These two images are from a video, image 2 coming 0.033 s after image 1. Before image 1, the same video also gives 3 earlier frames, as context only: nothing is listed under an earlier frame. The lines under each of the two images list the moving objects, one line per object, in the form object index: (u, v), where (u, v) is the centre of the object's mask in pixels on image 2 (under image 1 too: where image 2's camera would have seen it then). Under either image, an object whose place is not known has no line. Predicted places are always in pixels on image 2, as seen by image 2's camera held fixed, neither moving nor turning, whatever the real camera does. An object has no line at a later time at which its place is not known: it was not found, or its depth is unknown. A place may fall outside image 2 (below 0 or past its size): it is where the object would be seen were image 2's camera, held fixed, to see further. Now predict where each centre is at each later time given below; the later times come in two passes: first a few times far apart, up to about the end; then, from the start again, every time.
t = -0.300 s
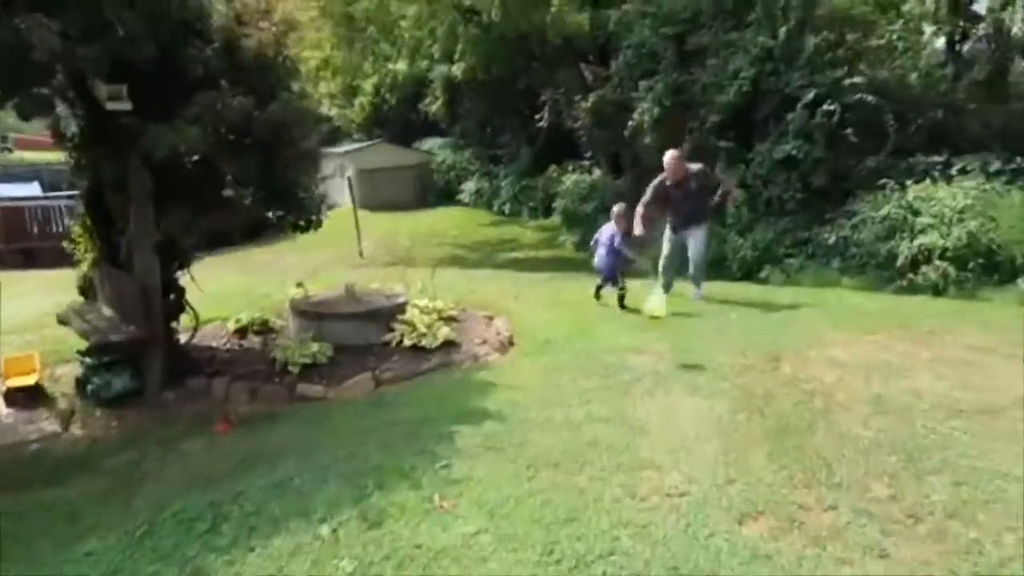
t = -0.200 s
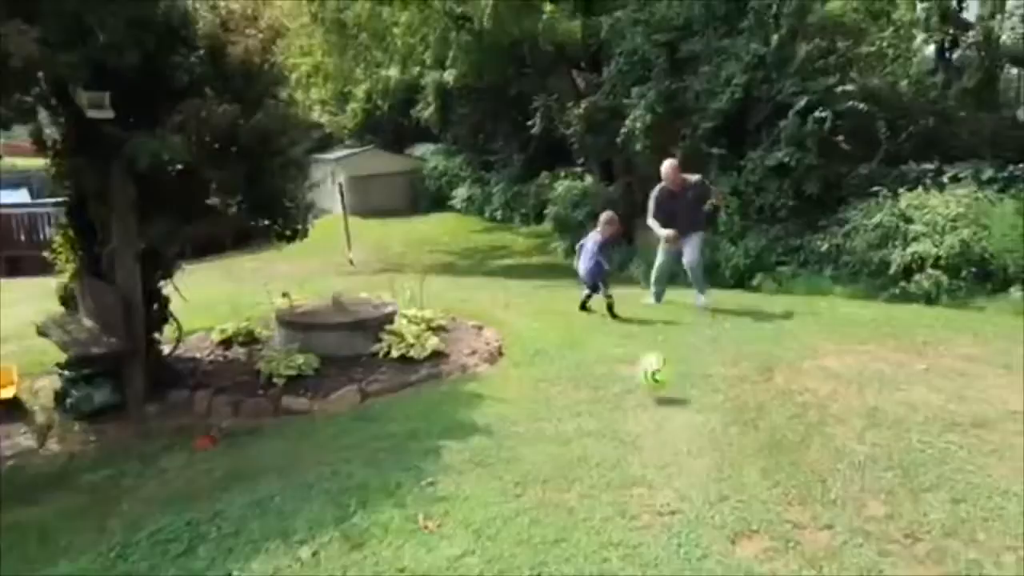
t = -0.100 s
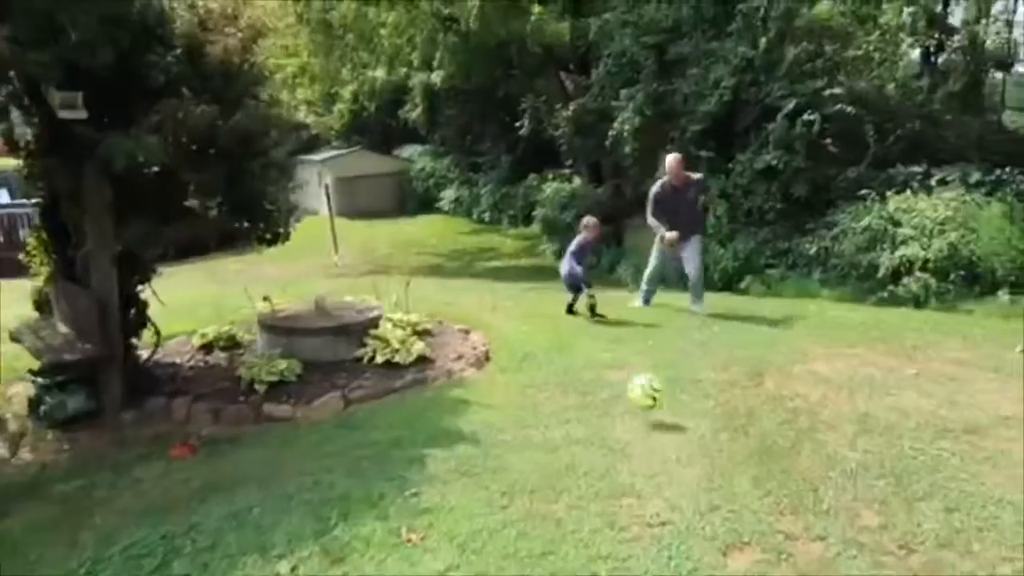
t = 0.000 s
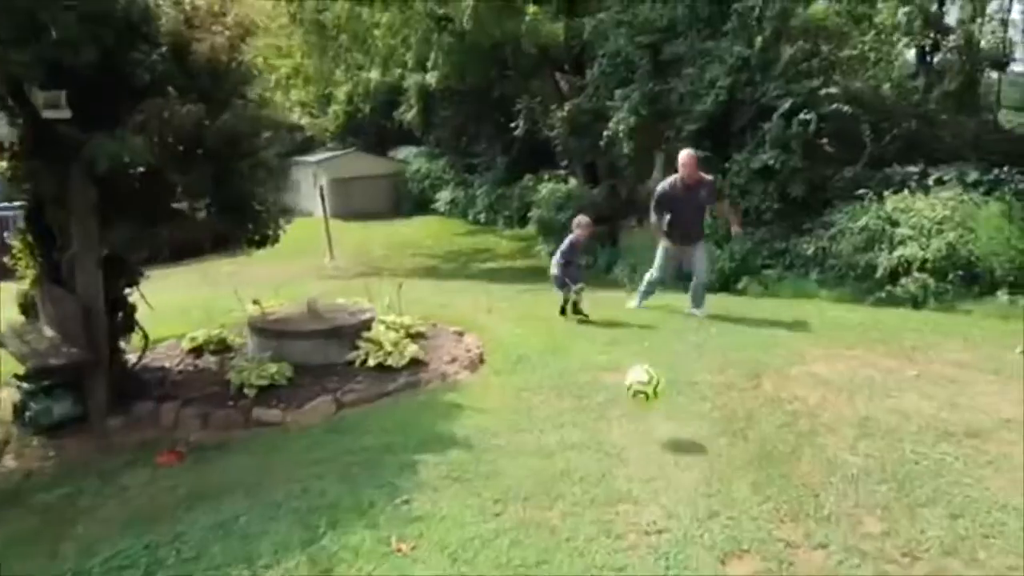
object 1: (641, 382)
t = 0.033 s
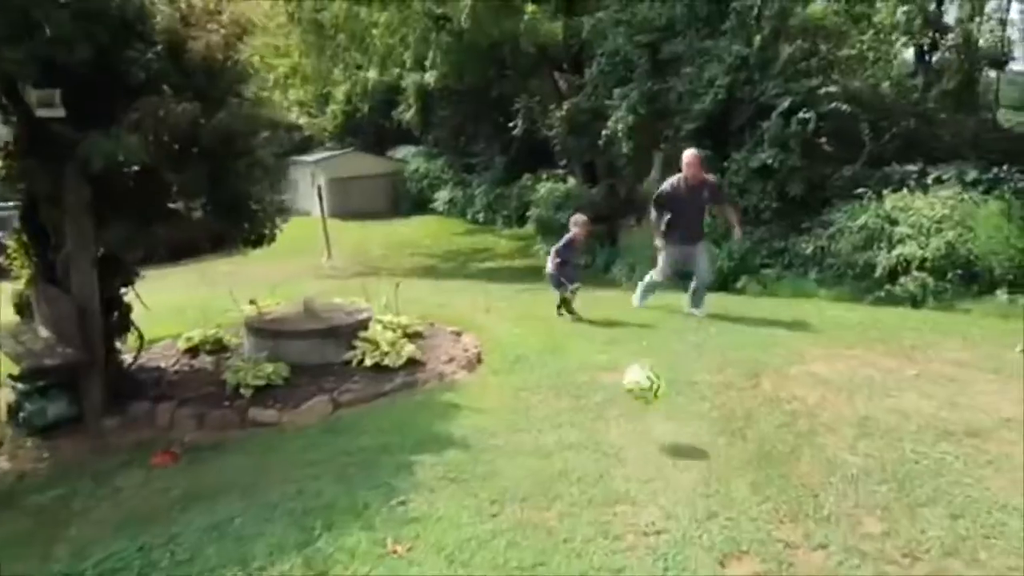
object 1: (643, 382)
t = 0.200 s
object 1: (643, 413)
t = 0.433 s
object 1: (644, 448)
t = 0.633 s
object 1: (641, 488)
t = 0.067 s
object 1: (643, 381)
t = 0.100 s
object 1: (644, 387)
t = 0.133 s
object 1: (644, 390)
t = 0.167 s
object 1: (642, 399)
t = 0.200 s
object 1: (643, 413)
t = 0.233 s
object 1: (644, 426)
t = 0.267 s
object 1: (644, 444)
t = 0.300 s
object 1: (643, 461)
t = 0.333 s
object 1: (644, 458)
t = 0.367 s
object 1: (644, 452)
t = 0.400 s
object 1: (644, 448)
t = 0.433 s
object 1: (644, 448)
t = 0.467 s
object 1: (645, 446)
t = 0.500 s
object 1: (644, 448)
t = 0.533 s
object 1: (644, 455)
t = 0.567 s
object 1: (644, 464)
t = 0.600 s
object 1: (642, 472)
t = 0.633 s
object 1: (641, 488)
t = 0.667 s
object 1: (640, 498)
